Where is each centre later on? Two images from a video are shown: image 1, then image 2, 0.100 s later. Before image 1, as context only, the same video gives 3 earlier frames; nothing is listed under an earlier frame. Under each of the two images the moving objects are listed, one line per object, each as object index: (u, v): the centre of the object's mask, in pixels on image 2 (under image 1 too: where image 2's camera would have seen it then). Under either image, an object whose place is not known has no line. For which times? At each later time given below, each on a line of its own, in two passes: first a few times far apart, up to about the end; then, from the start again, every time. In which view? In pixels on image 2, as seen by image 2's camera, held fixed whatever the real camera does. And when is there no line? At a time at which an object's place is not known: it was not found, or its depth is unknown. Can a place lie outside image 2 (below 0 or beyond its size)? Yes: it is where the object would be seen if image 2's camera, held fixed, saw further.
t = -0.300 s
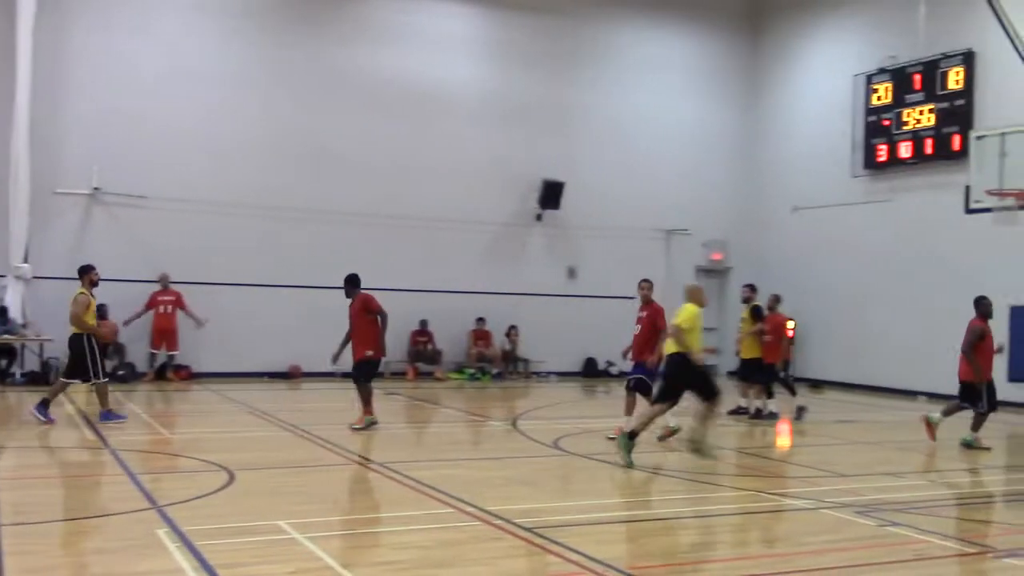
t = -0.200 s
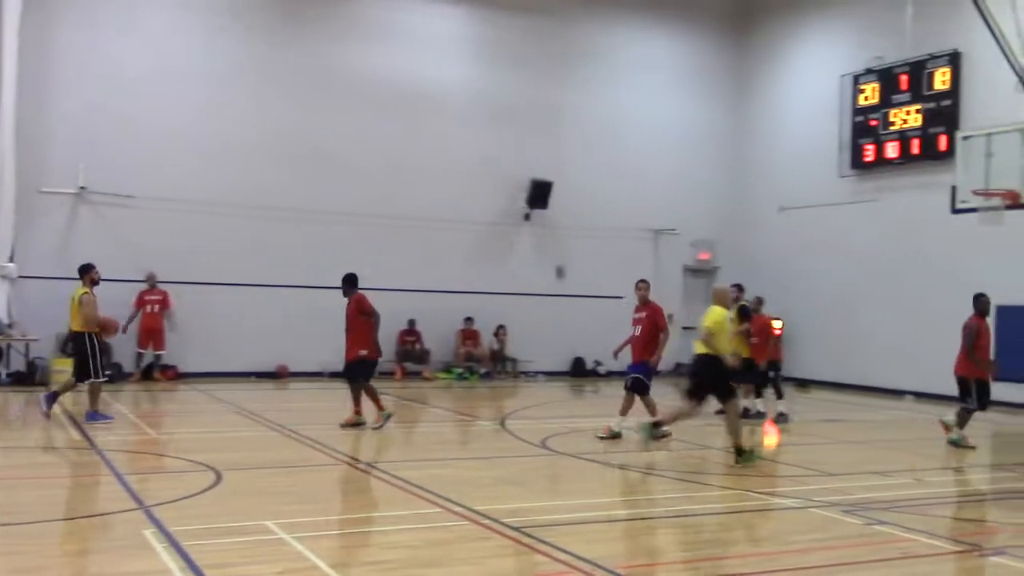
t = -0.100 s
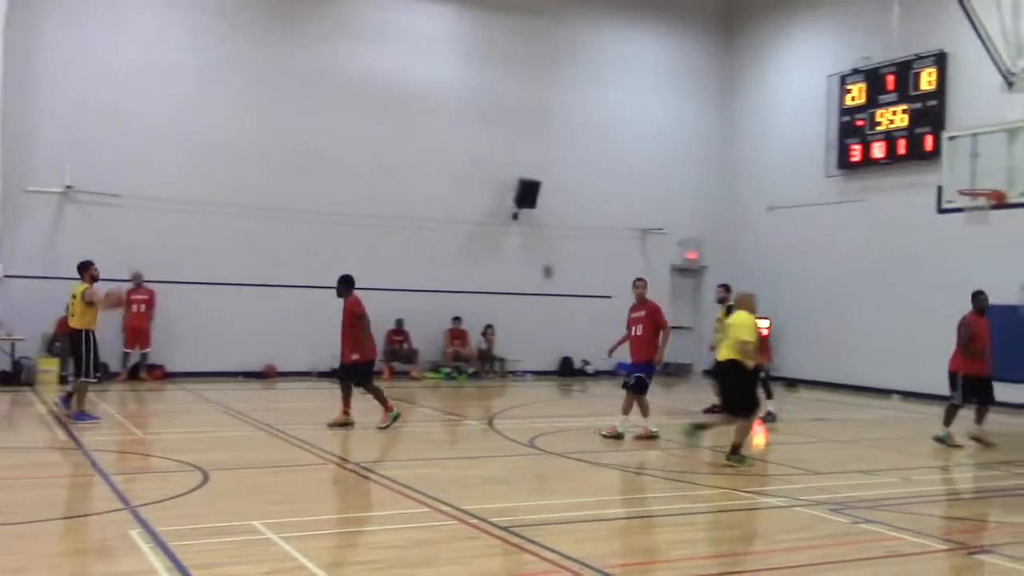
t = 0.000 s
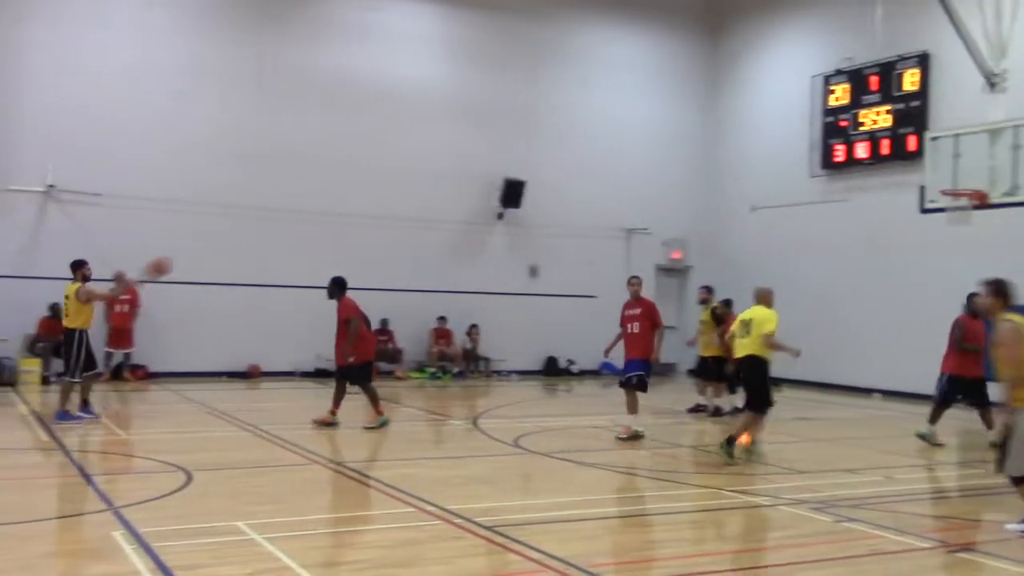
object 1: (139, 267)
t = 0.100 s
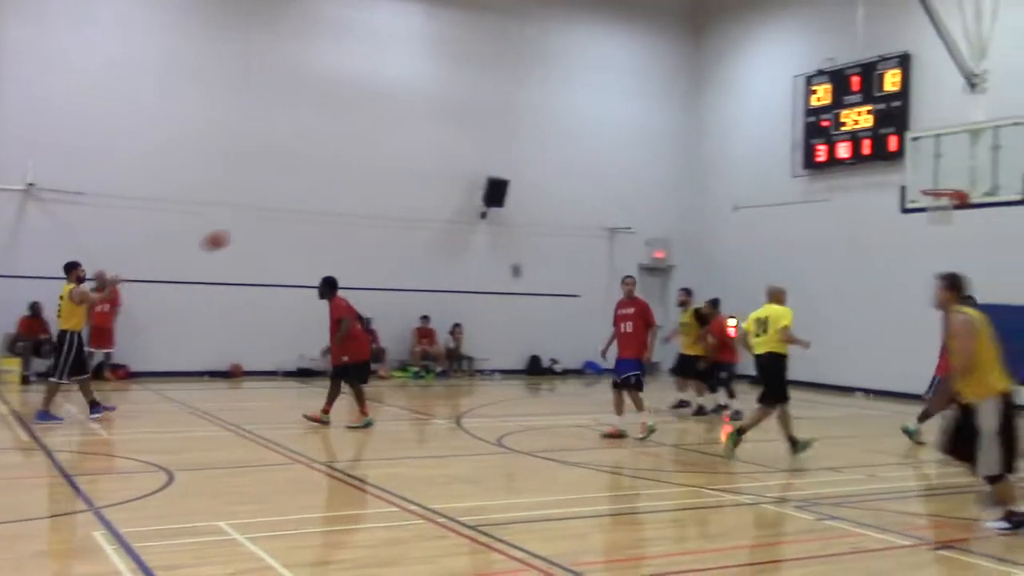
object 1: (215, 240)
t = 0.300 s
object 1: (344, 215)
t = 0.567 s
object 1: (494, 226)
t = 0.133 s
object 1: (237, 234)
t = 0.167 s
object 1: (258, 229)
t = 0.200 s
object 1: (282, 224)
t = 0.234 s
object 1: (304, 219)
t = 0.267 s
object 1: (325, 217)
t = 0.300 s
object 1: (344, 215)
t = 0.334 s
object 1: (363, 213)
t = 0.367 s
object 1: (383, 213)
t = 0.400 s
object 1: (401, 214)
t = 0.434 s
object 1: (422, 215)
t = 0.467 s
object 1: (439, 217)
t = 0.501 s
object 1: (457, 219)
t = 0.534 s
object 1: (475, 222)
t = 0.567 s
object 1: (494, 226)
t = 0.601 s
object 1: (511, 230)
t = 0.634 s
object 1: (528, 234)
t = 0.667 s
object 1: (545, 240)
